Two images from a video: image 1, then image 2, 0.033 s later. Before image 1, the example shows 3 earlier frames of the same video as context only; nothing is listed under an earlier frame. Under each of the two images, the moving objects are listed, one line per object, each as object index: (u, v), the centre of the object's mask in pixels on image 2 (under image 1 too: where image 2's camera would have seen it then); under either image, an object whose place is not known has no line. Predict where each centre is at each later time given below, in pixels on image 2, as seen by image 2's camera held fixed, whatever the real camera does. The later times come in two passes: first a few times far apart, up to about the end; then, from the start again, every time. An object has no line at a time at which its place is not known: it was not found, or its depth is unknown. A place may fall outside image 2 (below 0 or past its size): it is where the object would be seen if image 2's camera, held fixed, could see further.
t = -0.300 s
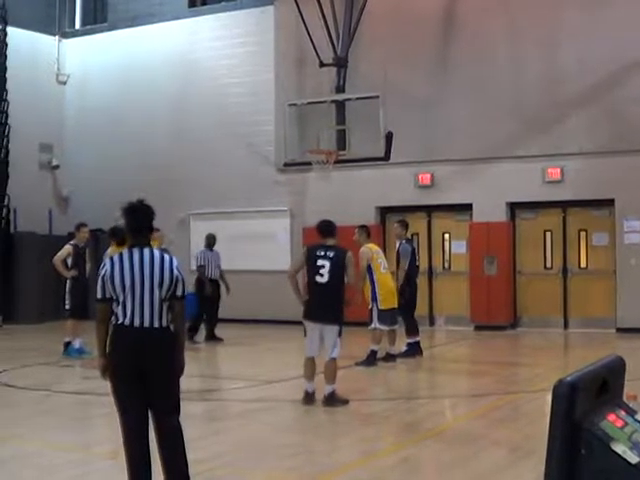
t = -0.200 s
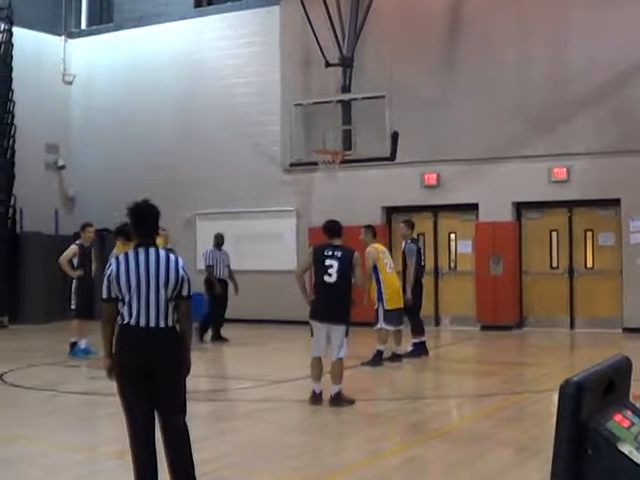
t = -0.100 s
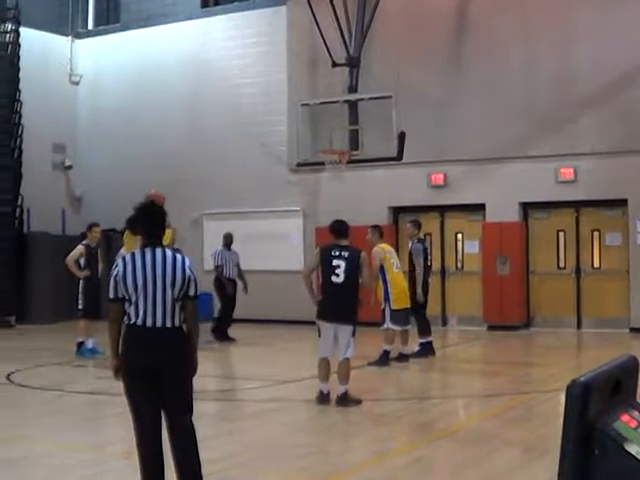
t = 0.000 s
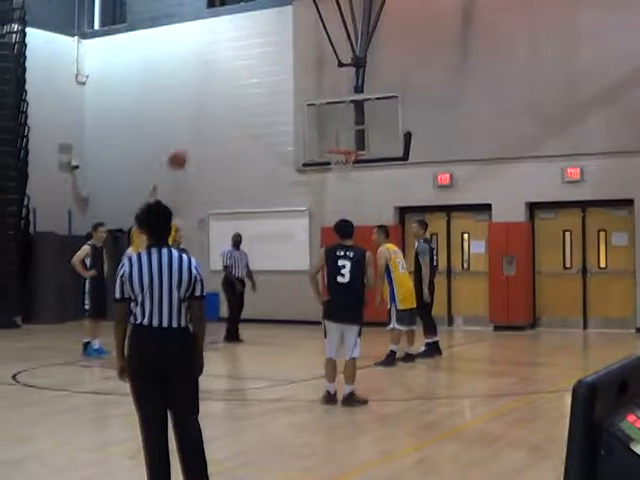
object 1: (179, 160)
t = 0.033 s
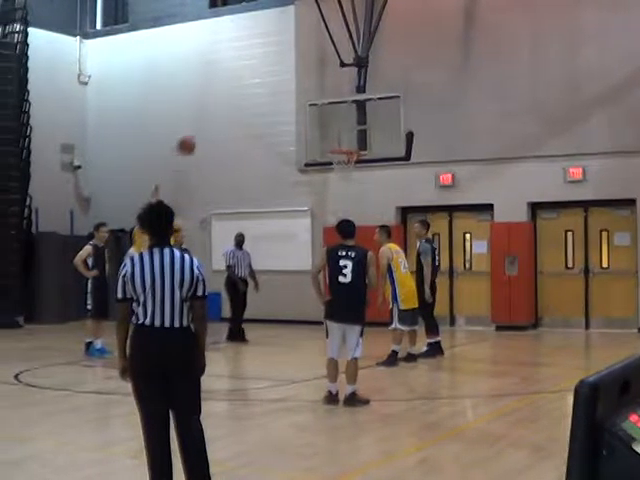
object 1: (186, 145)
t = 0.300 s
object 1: (236, 70)
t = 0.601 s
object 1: (285, 55)
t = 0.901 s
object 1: (327, 98)
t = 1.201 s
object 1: (331, 165)
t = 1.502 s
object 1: (319, 178)
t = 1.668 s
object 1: (314, 208)
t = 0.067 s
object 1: (193, 132)
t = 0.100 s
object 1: (199, 121)
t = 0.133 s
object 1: (206, 109)
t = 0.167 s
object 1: (212, 100)
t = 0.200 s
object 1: (218, 91)
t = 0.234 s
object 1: (224, 83)
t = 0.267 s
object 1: (230, 76)
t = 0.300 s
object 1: (236, 70)
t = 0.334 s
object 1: (242, 65)
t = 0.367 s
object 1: (248, 61)
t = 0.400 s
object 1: (254, 58)
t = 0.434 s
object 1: (259, 56)
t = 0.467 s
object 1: (264, 54)
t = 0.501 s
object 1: (270, 53)
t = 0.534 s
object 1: (275, 53)
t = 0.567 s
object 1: (280, 54)
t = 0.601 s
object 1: (285, 55)
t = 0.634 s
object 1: (289, 57)
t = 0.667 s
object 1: (294, 60)
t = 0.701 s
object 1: (300, 64)
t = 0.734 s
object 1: (304, 68)
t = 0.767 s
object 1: (308, 73)
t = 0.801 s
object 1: (313, 78)
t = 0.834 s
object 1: (318, 85)
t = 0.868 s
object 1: (322, 92)
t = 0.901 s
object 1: (327, 98)
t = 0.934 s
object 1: (330, 106)
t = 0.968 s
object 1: (335, 116)
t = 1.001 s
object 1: (340, 124)
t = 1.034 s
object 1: (343, 133)
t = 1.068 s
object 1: (347, 143)
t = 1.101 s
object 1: (351, 154)
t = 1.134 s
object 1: (343, 159)
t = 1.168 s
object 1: (336, 164)
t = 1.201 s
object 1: (331, 165)
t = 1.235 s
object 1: (326, 166)
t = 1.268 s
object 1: (323, 166)
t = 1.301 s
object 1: (323, 166)
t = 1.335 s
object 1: (323, 166)
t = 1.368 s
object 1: (323, 166)
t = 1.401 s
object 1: (323, 167)
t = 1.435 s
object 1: (322, 169)
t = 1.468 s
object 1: (320, 175)
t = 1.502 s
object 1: (319, 178)
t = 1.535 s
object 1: (318, 182)
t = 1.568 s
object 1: (317, 188)
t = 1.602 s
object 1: (316, 194)
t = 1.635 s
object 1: (315, 201)
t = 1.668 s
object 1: (314, 208)
